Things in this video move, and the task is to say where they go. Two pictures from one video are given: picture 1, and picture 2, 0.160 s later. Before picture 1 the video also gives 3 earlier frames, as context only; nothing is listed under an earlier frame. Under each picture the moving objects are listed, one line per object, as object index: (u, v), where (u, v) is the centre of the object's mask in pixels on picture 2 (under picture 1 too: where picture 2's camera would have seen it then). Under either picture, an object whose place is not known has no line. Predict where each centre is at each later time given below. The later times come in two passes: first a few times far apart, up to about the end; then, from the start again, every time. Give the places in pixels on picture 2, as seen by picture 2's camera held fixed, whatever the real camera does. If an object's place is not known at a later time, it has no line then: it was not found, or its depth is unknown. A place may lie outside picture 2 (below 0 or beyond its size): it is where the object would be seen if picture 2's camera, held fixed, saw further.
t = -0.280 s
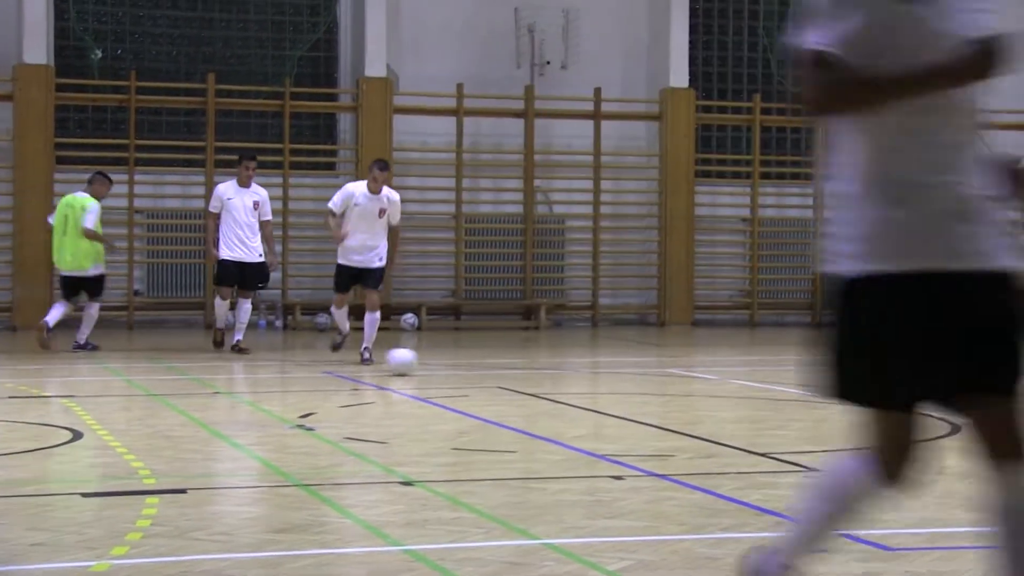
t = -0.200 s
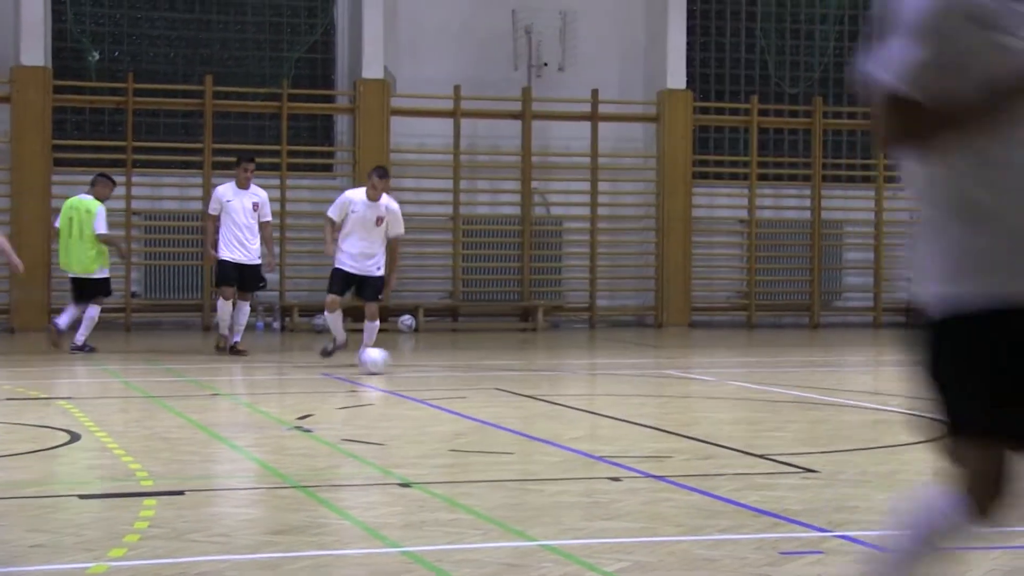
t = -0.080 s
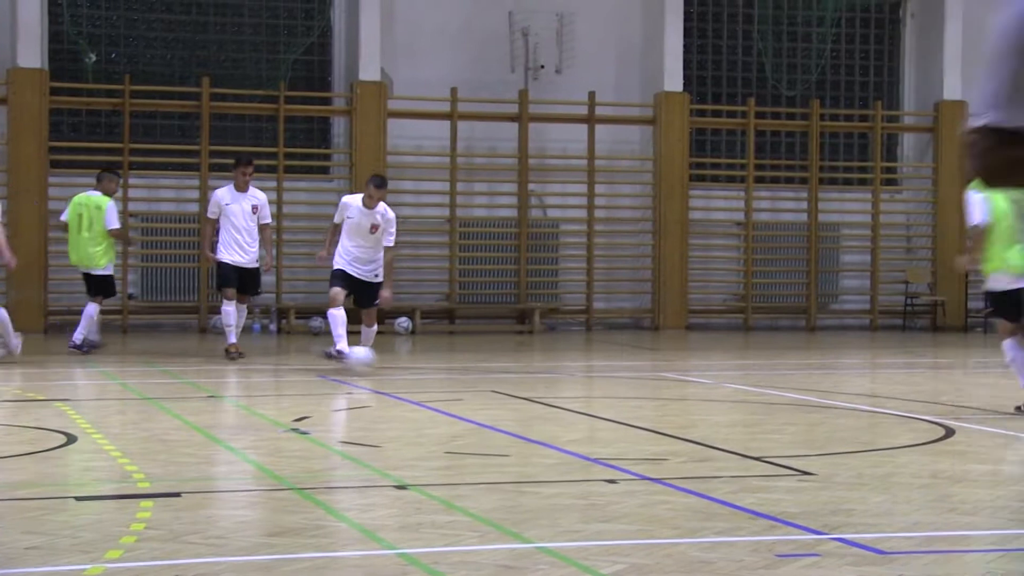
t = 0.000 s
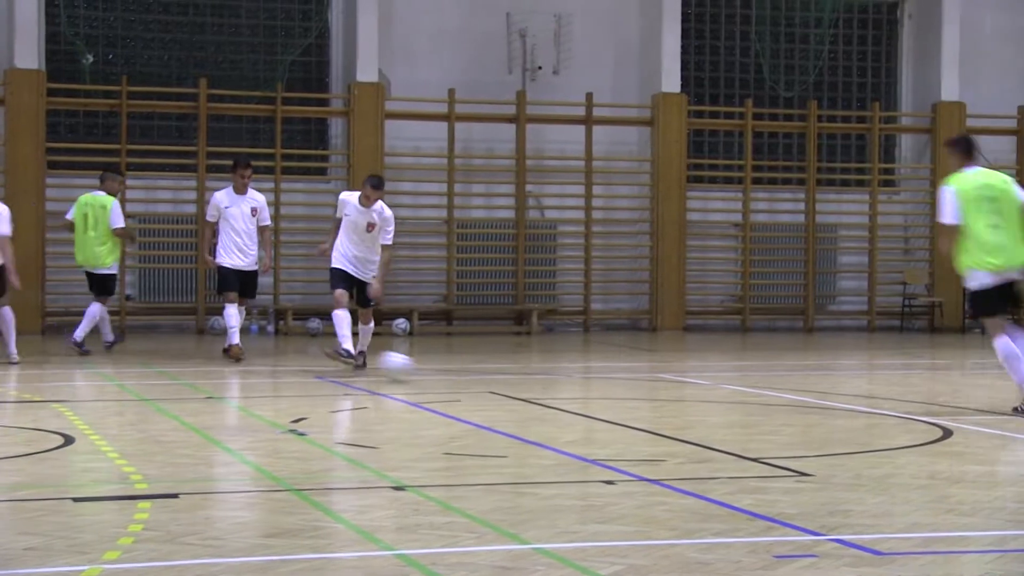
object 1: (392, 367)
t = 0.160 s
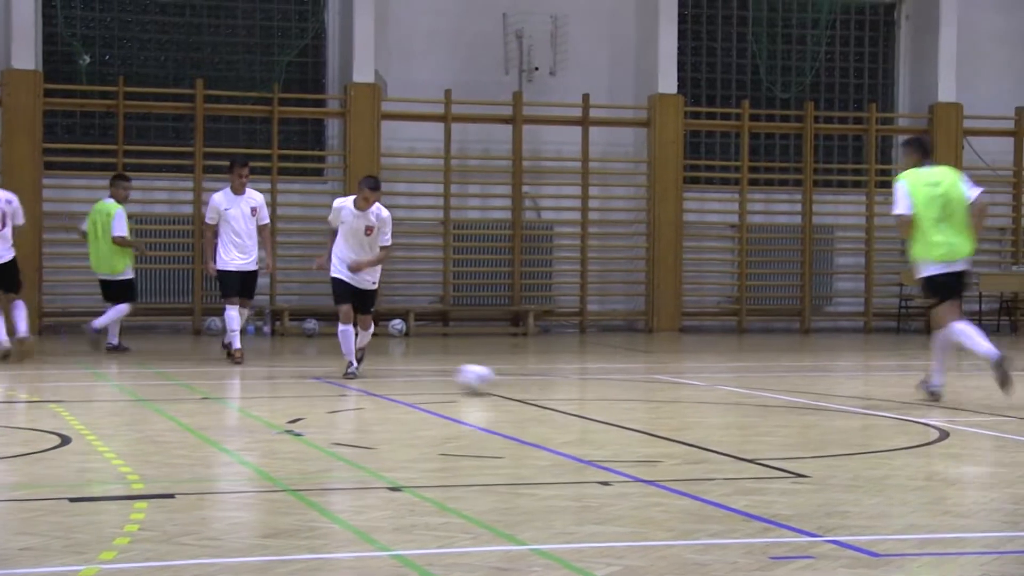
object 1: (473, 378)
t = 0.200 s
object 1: (495, 381)
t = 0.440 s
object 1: (631, 402)
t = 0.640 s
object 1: (751, 419)
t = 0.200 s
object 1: (495, 381)
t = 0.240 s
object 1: (517, 385)
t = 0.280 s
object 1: (540, 389)
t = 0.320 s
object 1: (562, 391)
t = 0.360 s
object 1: (584, 394)
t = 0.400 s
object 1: (608, 399)
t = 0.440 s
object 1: (631, 402)
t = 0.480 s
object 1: (656, 405)
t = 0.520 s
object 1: (679, 409)
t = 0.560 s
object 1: (702, 411)
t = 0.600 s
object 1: (727, 416)
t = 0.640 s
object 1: (751, 419)
